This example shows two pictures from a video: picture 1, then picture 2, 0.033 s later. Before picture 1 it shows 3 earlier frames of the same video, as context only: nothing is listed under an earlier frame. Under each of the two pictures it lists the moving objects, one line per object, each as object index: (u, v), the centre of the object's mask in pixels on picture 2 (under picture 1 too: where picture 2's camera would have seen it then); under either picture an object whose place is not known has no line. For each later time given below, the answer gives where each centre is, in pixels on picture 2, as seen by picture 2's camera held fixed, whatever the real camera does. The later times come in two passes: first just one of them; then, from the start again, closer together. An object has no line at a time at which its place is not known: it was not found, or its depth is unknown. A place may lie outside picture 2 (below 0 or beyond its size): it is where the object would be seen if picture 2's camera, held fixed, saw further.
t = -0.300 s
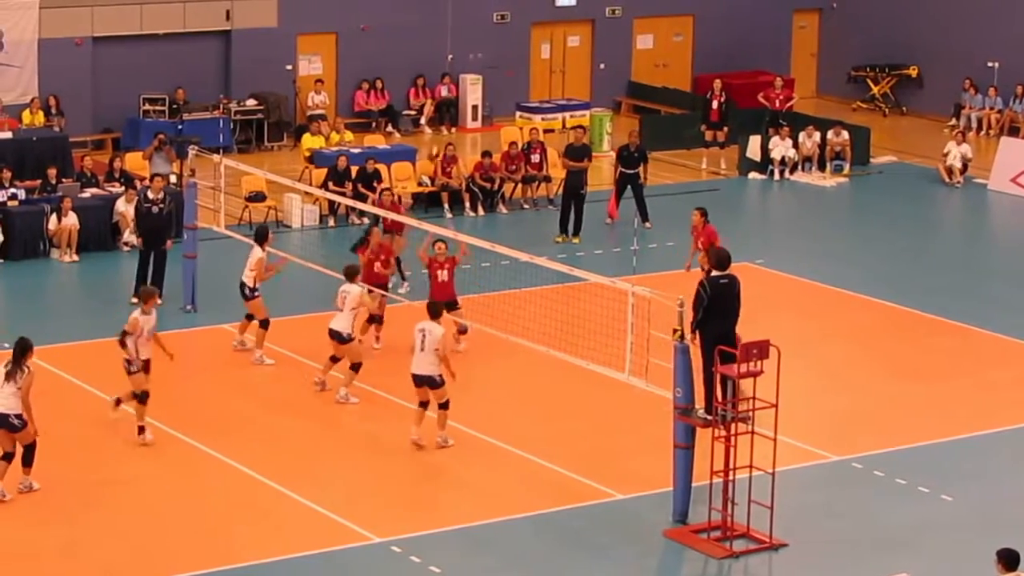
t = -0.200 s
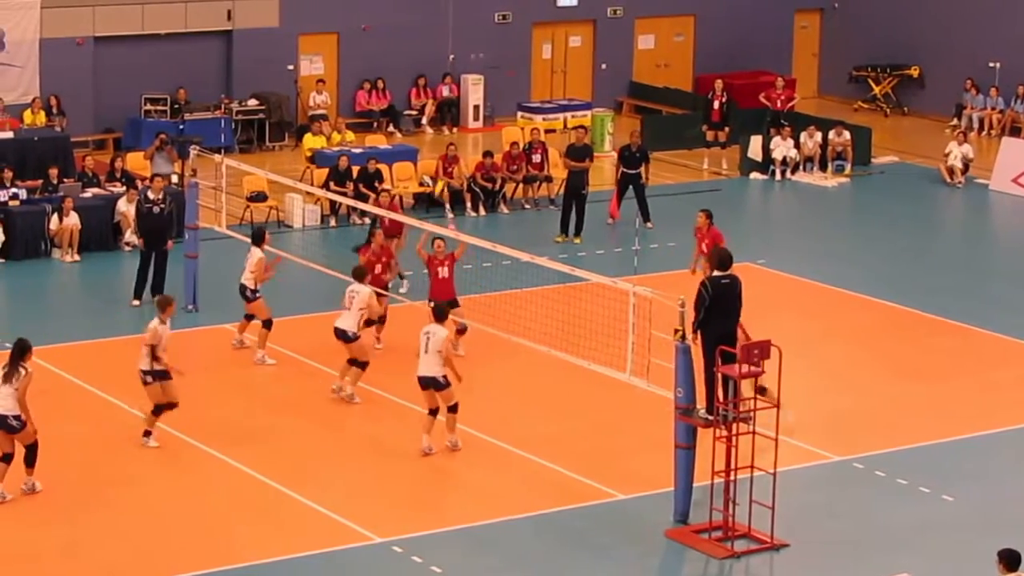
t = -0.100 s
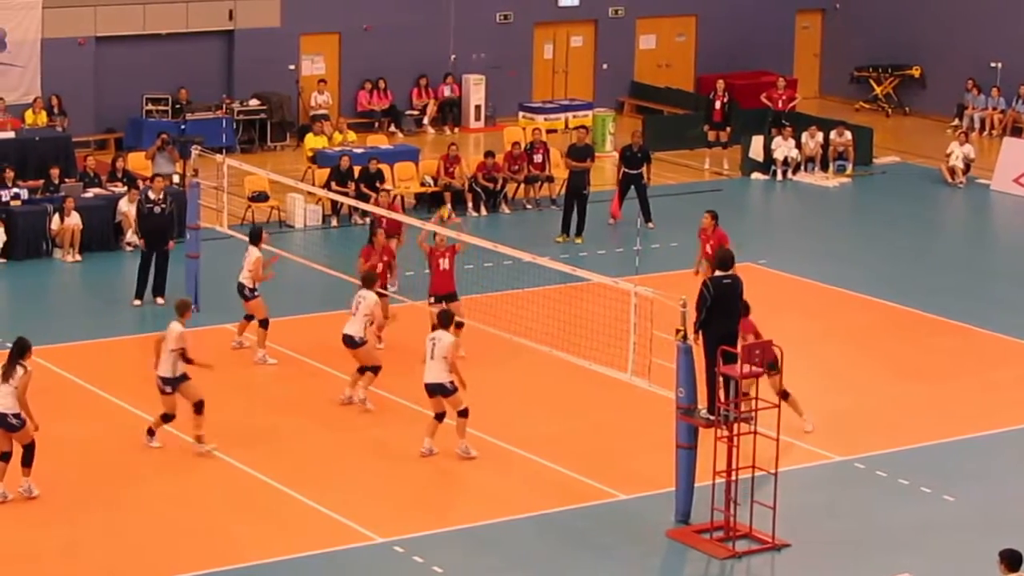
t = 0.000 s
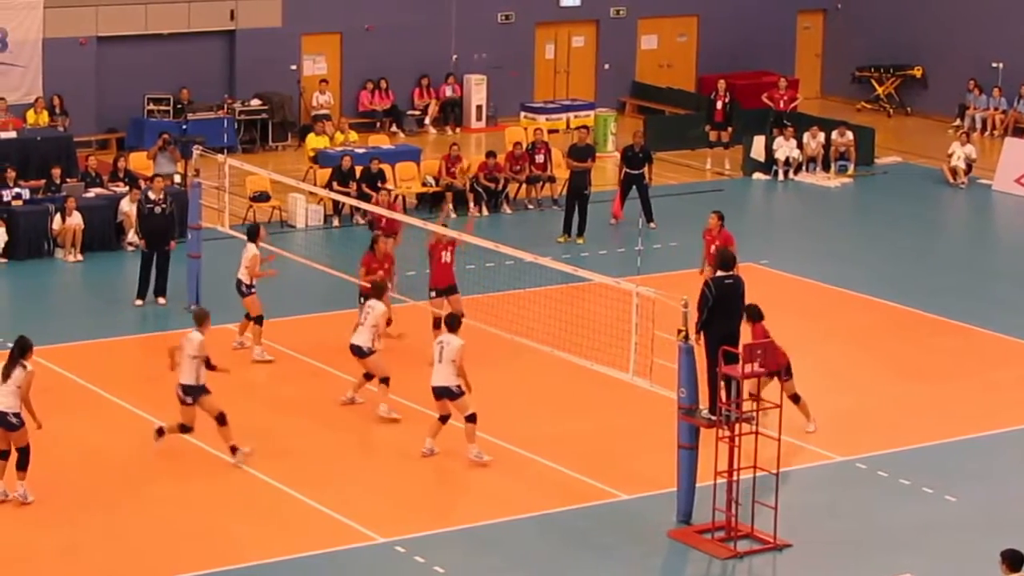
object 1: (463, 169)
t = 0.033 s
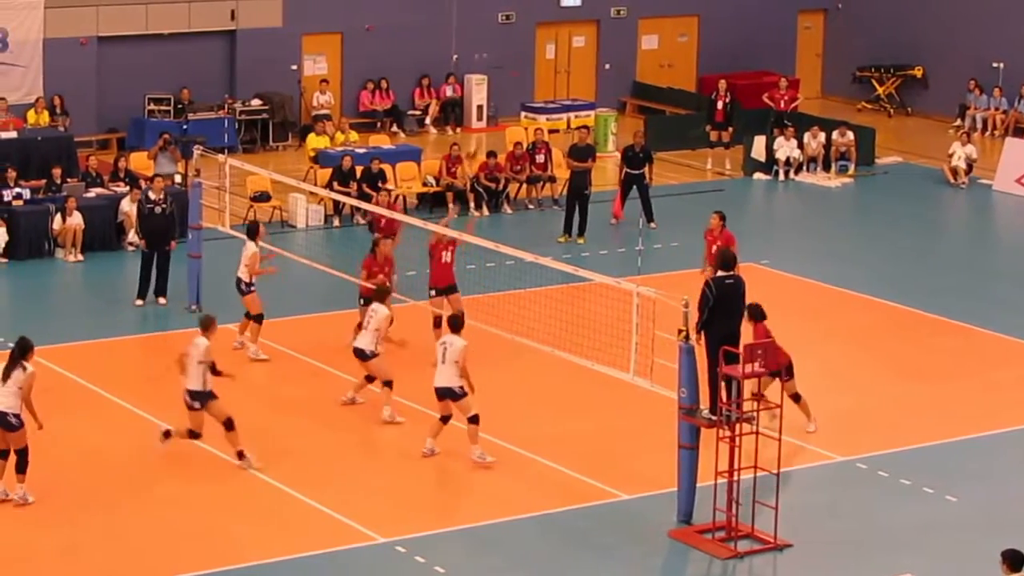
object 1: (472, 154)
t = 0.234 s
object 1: (508, 84)
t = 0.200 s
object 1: (502, 93)
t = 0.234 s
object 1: (508, 84)
